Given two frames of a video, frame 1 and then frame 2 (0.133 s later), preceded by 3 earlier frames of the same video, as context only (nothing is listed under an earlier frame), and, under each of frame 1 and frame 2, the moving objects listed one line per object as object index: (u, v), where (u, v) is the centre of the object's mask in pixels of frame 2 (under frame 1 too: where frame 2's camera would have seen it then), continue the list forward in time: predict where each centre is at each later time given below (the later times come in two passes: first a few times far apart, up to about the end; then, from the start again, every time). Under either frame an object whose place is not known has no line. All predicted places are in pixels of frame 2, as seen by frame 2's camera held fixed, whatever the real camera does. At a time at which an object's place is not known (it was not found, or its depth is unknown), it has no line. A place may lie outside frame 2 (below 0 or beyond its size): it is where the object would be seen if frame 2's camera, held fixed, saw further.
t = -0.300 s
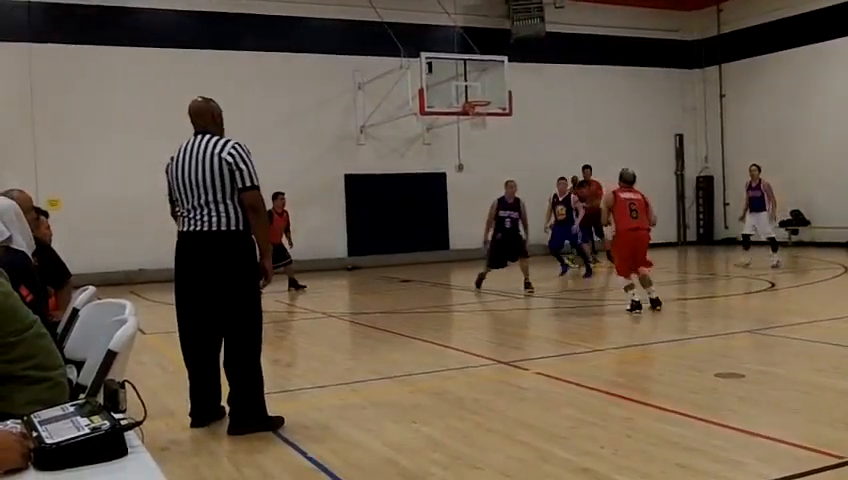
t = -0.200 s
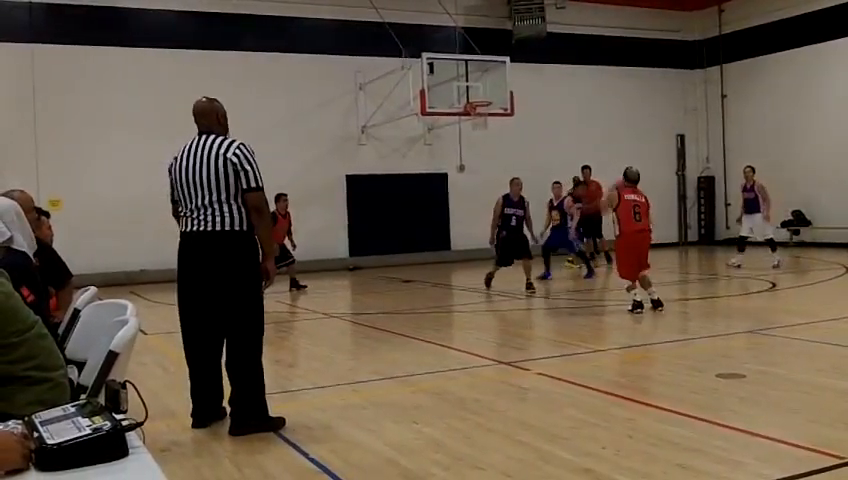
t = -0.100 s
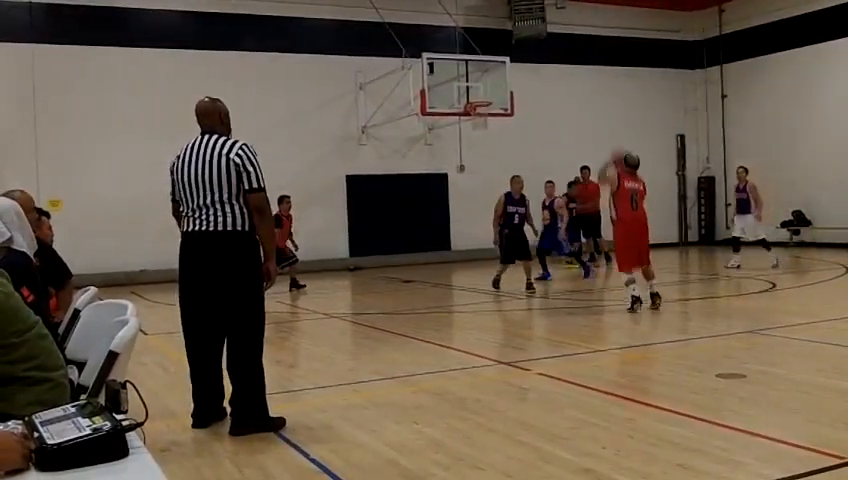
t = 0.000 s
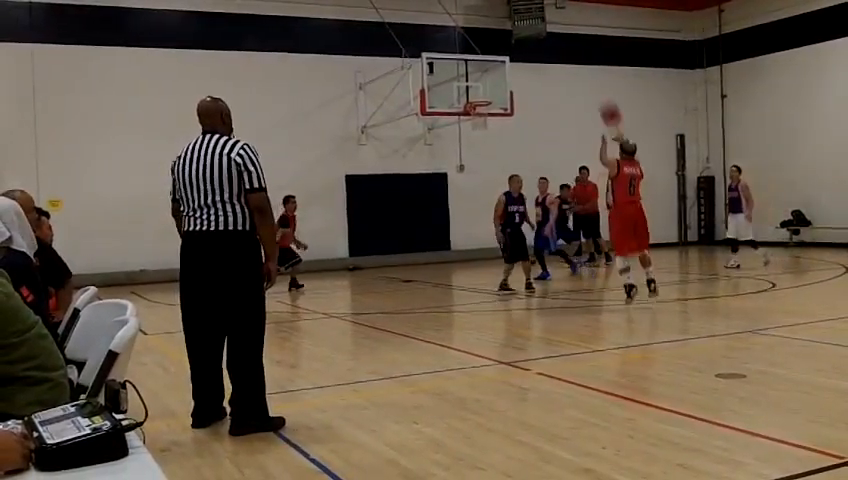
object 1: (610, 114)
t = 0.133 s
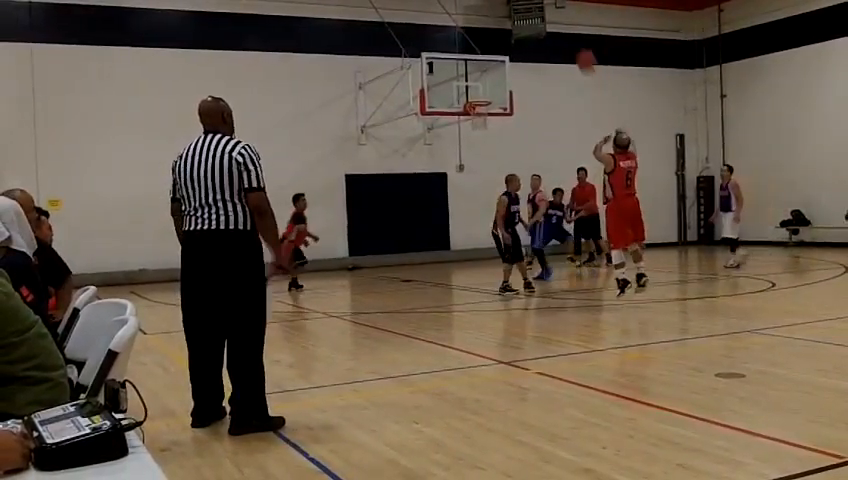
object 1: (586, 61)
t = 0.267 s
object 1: (565, 28)
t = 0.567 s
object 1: (528, 7)
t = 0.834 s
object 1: (503, 37)
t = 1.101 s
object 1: (484, 99)
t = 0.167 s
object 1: (581, 51)
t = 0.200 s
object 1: (575, 43)
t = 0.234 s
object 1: (569, 35)
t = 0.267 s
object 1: (565, 28)
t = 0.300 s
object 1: (560, 22)
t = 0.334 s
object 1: (554, 17)
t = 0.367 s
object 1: (551, 15)
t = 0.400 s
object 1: (546, 9)
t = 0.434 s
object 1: (541, 8)
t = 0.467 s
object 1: (539, 8)
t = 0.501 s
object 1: (536, 7)
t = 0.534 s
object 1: (533, 7)
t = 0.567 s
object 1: (528, 7)
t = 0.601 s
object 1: (523, 7)
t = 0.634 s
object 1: (521, 8)
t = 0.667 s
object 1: (520, 10)
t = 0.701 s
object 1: (514, 15)
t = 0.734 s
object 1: (511, 20)
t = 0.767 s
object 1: (507, 25)
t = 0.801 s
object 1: (505, 33)
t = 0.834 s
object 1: (503, 37)
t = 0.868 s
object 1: (500, 40)
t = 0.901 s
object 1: (496, 47)
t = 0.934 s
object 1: (494, 55)
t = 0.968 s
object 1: (491, 64)
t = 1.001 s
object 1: (490, 72)
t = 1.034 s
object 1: (487, 81)
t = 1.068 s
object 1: (486, 89)
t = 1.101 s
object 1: (484, 99)
